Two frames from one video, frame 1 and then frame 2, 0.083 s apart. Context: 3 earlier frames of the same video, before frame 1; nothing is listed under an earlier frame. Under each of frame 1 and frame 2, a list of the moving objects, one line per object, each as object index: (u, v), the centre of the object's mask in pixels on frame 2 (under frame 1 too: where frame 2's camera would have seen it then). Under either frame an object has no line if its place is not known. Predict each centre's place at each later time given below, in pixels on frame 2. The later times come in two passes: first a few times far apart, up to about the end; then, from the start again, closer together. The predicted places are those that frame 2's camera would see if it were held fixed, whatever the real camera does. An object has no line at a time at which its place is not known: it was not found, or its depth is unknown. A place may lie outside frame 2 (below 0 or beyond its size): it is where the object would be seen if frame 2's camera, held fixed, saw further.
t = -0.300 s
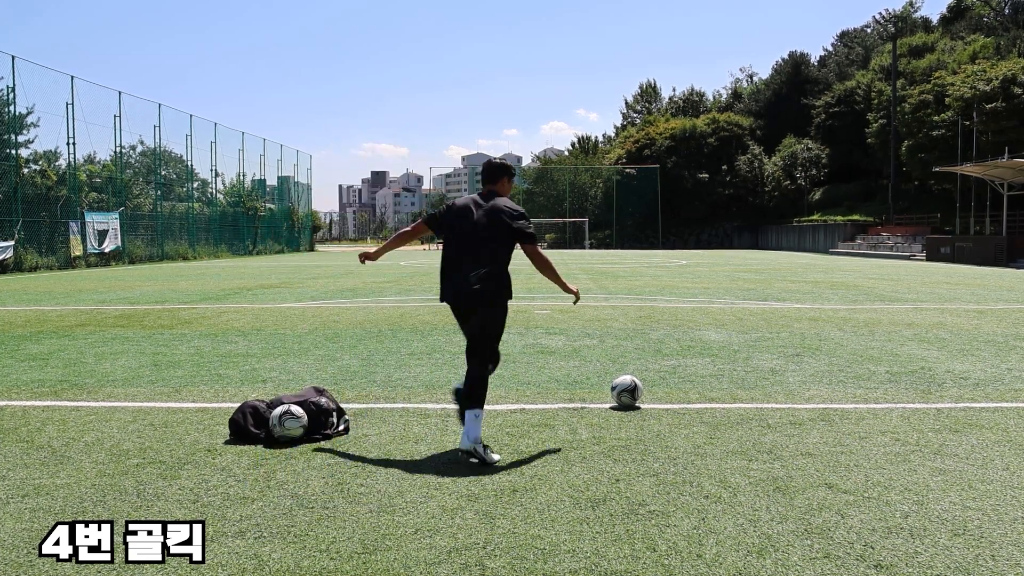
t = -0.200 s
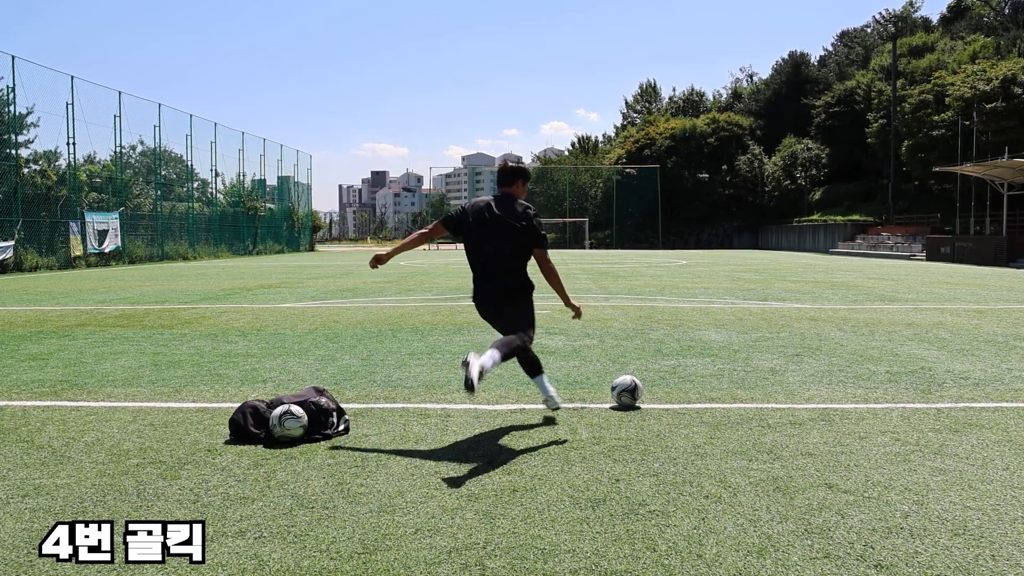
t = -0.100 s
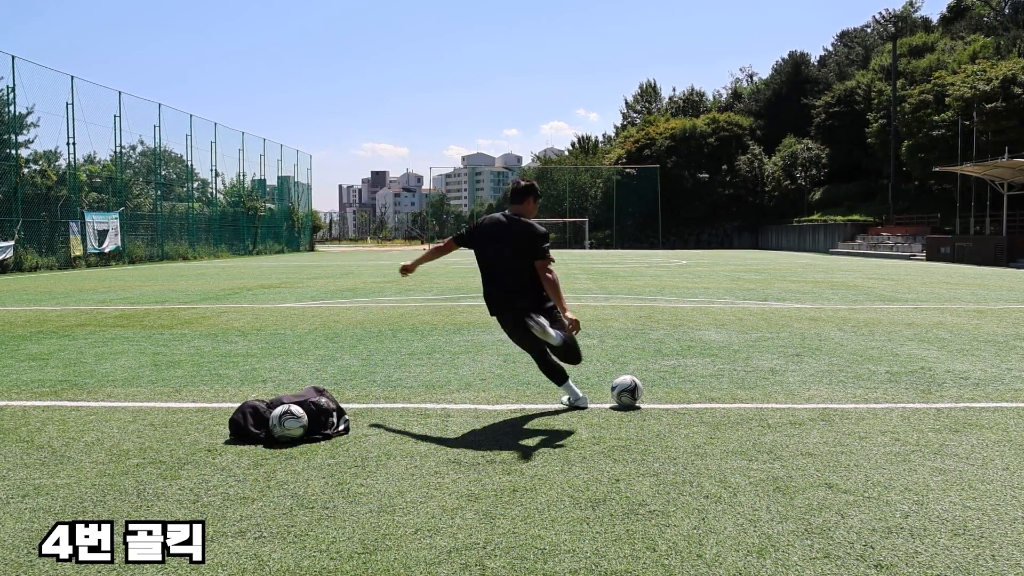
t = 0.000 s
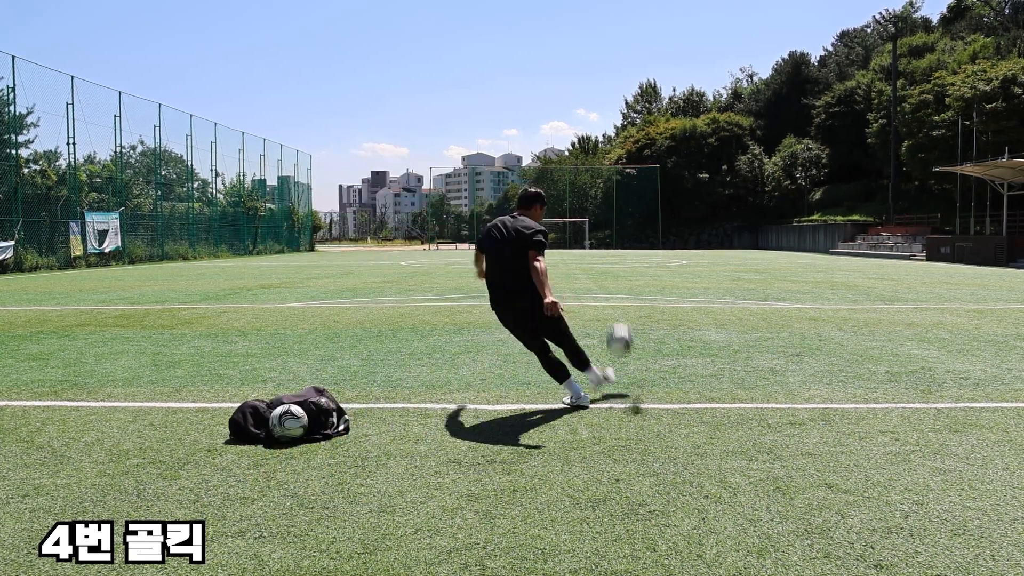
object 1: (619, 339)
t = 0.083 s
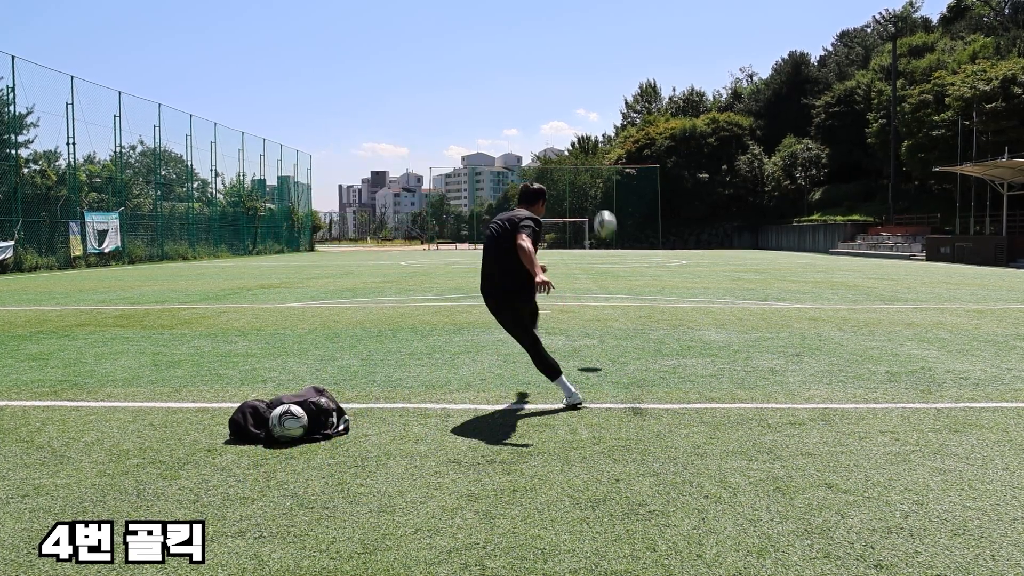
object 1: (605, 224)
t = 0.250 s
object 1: (590, 102)
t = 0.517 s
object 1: (582, 19)
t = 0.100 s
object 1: (603, 207)
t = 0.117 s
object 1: (601, 191)
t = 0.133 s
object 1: (599, 176)
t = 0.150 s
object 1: (597, 162)
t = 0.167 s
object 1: (596, 150)
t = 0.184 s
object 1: (596, 140)
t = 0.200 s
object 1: (593, 129)
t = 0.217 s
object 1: (592, 119)
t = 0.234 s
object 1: (591, 110)
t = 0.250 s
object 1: (590, 102)
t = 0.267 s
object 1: (589, 93)
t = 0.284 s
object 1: (589, 86)
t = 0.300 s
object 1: (588, 79)
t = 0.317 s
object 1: (587, 72)
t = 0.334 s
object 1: (587, 66)
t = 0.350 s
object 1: (586, 61)
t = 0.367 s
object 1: (586, 55)
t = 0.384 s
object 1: (585, 50)
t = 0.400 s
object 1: (585, 45)
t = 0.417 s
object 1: (584, 41)
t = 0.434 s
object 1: (584, 37)
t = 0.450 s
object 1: (583, 33)
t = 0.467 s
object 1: (583, 29)
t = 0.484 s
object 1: (583, 25)
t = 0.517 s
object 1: (582, 19)
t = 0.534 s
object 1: (582, 16)
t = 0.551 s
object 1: (582, 13)
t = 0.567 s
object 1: (581, 11)
